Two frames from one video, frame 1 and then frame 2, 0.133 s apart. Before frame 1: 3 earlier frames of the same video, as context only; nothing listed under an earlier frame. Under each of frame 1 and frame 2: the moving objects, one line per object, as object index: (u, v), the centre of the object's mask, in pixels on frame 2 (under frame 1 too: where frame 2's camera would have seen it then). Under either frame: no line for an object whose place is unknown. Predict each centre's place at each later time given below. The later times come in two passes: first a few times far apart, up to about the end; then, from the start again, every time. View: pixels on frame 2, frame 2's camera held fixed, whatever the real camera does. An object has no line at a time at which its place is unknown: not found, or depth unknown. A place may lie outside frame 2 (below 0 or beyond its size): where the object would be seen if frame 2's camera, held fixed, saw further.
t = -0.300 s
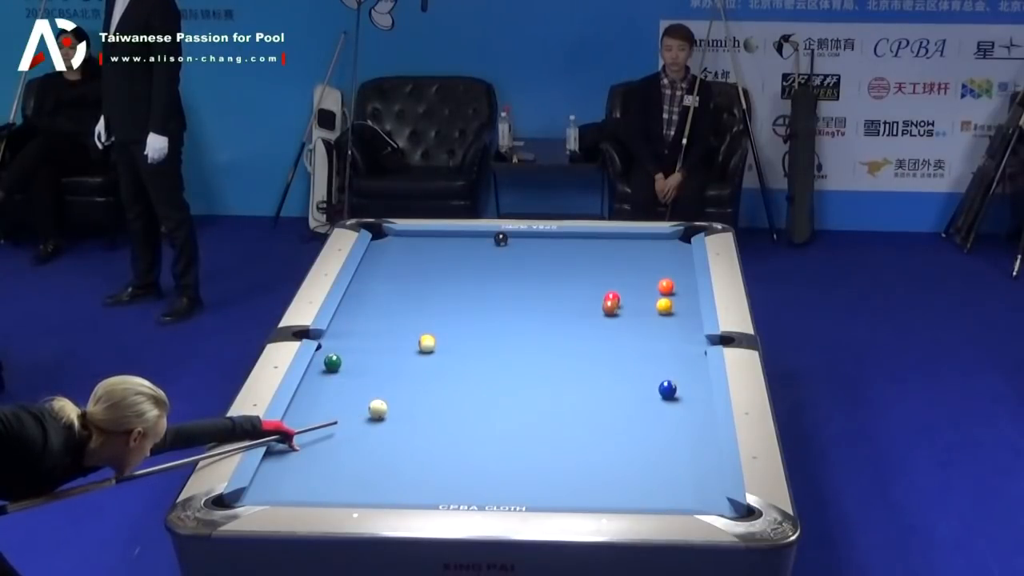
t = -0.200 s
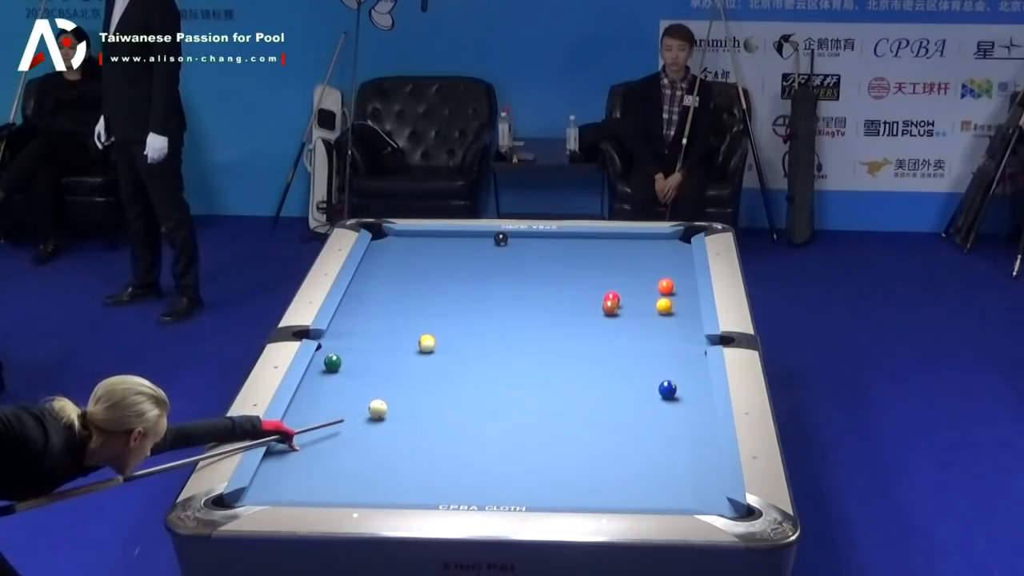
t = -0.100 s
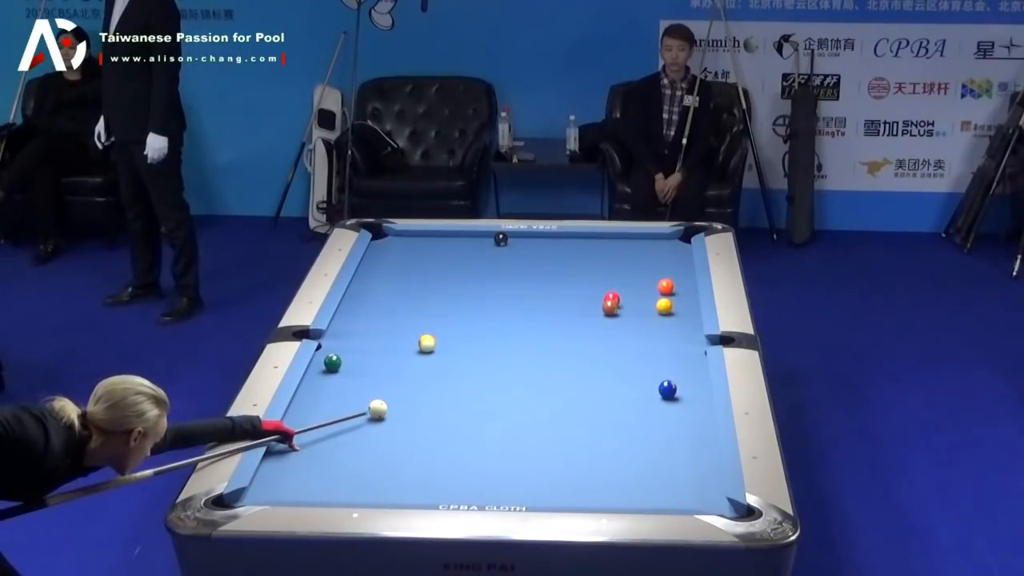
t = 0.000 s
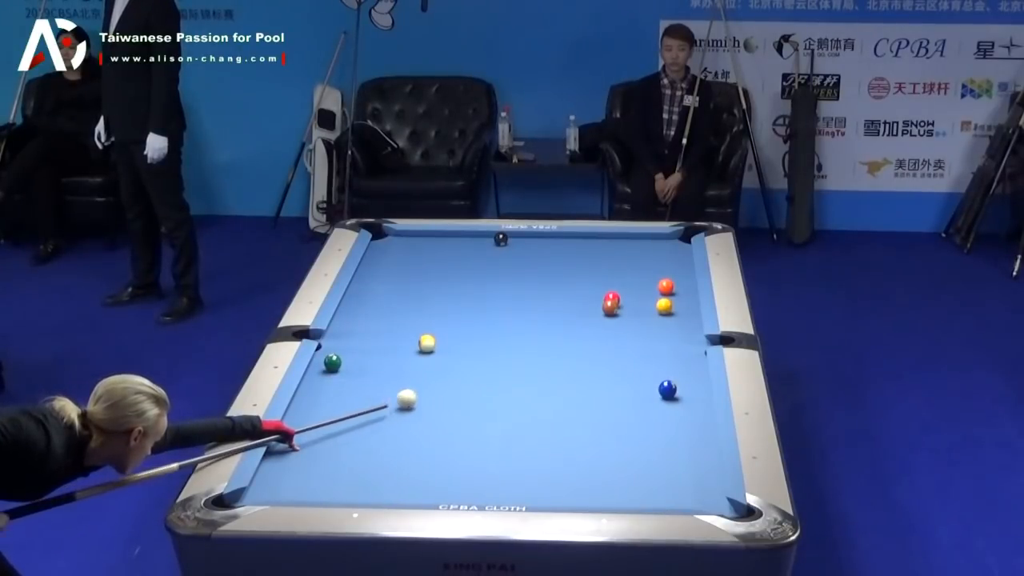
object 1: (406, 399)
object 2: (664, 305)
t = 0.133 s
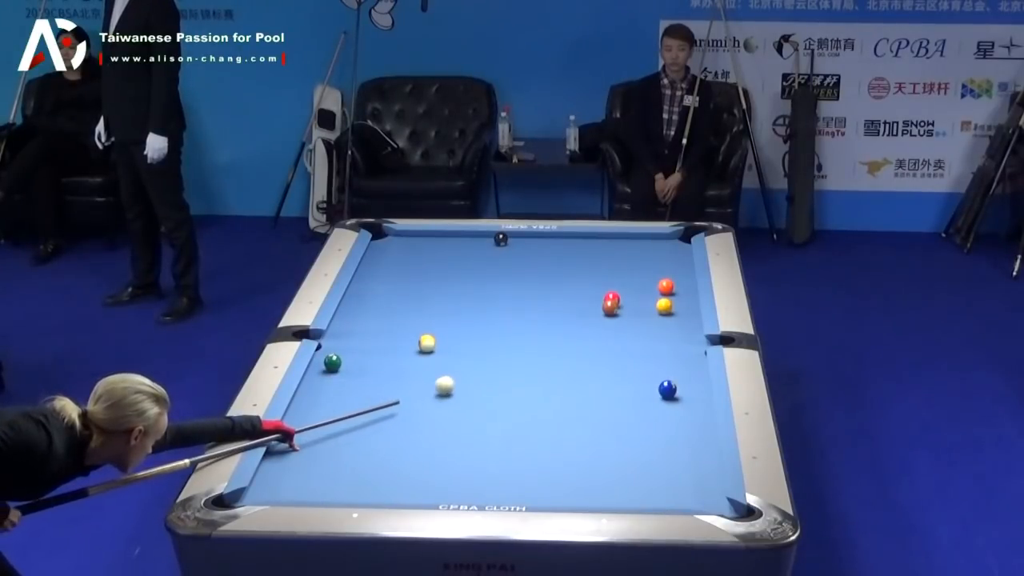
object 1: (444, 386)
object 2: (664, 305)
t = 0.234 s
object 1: (470, 377)
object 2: (664, 306)
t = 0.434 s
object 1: (519, 360)
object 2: (664, 306)
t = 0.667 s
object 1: (573, 341)
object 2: (664, 305)
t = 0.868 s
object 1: (615, 326)
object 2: (664, 306)
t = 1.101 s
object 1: (659, 312)
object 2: (667, 302)
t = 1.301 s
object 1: (681, 311)
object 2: (682, 293)
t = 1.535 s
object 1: (685, 311)
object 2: (686, 283)
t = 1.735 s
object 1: (675, 310)
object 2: (679, 275)
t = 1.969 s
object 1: (663, 310)
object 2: (671, 268)
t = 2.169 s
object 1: (655, 310)
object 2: (665, 262)
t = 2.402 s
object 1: (646, 310)
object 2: (658, 255)
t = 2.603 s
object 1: (639, 310)
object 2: (653, 249)
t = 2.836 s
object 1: (633, 310)
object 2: (647, 244)
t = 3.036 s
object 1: (629, 310)
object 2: (642, 239)
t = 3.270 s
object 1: (625, 310)
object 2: (638, 236)
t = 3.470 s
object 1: (624, 310)
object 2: (635, 238)
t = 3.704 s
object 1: (624, 310)
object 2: (632, 241)
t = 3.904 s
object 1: (624, 310)
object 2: (630, 244)
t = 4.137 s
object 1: (624, 310)
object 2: (628, 246)
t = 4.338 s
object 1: (624, 310)
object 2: (627, 247)
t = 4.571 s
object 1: (624, 310)
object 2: (626, 249)
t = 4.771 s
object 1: (624, 310)
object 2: (625, 250)
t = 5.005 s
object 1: (624, 310)
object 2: (623, 251)
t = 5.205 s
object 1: (624, 310)
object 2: (623, 251)
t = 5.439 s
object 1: (624, 310)
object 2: (622, 252)
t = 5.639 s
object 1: (624, 310)
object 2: (622, 252)
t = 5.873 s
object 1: (624, 310)
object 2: (622, 252)
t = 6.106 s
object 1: (624, 310)
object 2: (622, 252)
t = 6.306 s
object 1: (624, 310)
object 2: (622, 252)
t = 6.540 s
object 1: (624, 310)
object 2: (622, 252)
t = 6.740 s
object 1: (624, 310)
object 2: (622, 252)
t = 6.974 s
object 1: (624, 310)
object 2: (622, 252)
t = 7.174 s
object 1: (624, 310)
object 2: (622, 252)
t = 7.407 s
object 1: (625, 310)
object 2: (622, 252)
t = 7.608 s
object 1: (625, 310)
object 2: (622, 252)
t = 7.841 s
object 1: (625, 310)
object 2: (622, 252)
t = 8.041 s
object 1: (625, 310)
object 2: (622, 252)
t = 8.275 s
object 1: (625, 310)
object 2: (622, 252)
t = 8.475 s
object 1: (625, 310)
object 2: (622, 252)
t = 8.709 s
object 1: (625, 310)
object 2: (622, 252)
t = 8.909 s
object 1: (625, 310)
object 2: (622, 252)
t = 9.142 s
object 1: (625, 310)
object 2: (622, 252)
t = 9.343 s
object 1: (625, 310)
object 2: (622, 252)
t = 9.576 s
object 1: (624, 310)
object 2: (622, 252)
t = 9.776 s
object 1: (625, 310)
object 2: (622, 252)
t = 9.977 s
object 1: (625, 310)
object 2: (622, 252)
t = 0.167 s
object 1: (453, 383)
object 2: (664, 306)
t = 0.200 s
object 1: (462, 380)
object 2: (664, 306)
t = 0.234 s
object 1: (470, 377)
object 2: (664, 306)
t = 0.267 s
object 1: (479, 373)
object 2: (664, 306)
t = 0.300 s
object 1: (487, 371)
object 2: (664, 306)
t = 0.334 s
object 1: (495, 368)
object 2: (664, 306)
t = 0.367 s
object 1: (503, 365)
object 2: (664, 306)
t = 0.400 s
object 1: (512, 363)
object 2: (664, 306)
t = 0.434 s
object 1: (519, 360)
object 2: (664, 306)
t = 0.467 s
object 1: (527, 357)
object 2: (664, 305)
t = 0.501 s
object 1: (535, 354)
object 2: (664, 305)
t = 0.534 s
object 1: (543, 351)
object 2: (664, 305)
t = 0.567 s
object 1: (550, 349)
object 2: (664, 306)
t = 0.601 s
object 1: (558, 346)
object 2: (664, 306)
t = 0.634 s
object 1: (566, 343)
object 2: (664, 305)
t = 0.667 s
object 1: (573, 341)
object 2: (664, 305)
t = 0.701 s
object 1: (580, 338)
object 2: (664, 305)
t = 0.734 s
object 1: (587, 336)
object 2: (664, 306)
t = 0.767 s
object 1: (594, 333)
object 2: (664, 305)
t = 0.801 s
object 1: (601, 331)
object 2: (664, 306)
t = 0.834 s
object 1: (609, 328)
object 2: (664, 305)
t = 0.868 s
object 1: (615, 326)
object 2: (664, 306)
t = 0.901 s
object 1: (622, 323)
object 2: (664, 305)
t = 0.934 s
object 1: (629, 321)
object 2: (664, 306)
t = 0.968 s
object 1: (636, 319)
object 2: (664, 305)
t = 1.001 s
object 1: (642, 317)
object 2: (664, 306)
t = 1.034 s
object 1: (649, 314)
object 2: (664, 306)
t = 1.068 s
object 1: (655, 312)
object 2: (665, 304)
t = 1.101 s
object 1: (659, 312)
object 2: (667, 302)
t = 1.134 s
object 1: (663, 312)
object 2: (671, 300)
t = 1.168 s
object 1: (666, 312)
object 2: (673, 299)
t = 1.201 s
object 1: (669, 312)
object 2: (676, 297)
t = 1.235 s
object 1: (673, 311)
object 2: (678, 295)
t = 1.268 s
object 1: (677, 311)
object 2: (680, 294)
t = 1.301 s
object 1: (681, 311)
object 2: (682, 293)
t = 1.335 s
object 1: (684, 311)
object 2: (683, 291)
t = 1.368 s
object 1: (687, 311)
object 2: (686, 289)
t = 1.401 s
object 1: (691, 311)
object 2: (688, 288)
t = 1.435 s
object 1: (691, 311)
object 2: (689, 287)
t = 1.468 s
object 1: (689, 310)
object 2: (688, 285)
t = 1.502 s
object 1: (687, 311)
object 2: (687, 284)
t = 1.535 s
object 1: (685, 311)
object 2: (686, 283)
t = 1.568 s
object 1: (683, 310)
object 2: (685, 281)
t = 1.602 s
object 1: (681, 311)
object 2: (684, 280)
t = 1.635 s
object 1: (680, 311)
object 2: (683, 279)
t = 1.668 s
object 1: (678, 311)
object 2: (681, 278)
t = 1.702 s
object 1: (677, 311)
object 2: (680, 277)
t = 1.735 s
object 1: (675, 310)
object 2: (679, 275)
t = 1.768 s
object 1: (673, 310)
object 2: (678, 274)
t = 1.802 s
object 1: (671, 310)
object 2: (677, 273)
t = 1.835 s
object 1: (670, 311)
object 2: (676, 272)
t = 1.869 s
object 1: (668, 310)
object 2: (675, 271)
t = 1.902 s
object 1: (667, 310)
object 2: (673, 270)
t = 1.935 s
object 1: (665, 310)
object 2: (672, 269)
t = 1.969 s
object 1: (663, 310)
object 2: (671, 268)
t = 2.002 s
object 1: (662, 310)
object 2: (670, 267)
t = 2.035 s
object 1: (660, 310)
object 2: (669, 265)
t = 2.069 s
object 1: (659, 310)
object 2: (668, 264)
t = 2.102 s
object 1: (657, 310)
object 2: (667, 264)
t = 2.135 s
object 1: (656, 310)
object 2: (666, 262)
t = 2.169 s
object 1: (655, 310)
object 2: (665, 262)
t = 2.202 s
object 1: (653, 310)
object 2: (664, 261)
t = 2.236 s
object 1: (652, 310)
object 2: (663, 260)
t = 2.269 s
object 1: (651, 310)
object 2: (662, 258)
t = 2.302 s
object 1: (650, 310)
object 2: (661, 258)
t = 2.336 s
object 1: (648, 310)
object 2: (660, 257)
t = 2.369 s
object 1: (647, 310)
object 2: (659, 256)
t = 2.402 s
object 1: (646, 310)
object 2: (658, 255)
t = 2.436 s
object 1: (645, 310)
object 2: (658, 254)
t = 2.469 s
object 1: (644, 310)
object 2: (657, 253)
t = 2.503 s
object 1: (643, 310)
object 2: (656, 252)
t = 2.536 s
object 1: (641, 310)
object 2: (655, 251)
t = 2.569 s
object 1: (640, 310)
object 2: (654, 250)
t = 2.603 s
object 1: (639, 310)
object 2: (653, 249)
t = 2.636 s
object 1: (638, 310)
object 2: (652, 249)
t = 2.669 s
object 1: (637, 310)
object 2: (652, 248)
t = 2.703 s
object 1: (637, 310)
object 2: (651, 247)
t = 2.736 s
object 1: (636, 310)
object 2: (650, 246)
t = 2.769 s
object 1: (635, 310)
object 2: (649, 245)
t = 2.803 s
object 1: (634, 310)
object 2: (648, 245)
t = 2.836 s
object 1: (633, 310)
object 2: (647, 244)
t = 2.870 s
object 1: (632, 310)
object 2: (646, 243)
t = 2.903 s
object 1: (632, 310)
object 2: (646, 242)
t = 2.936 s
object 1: (631, 310)
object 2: (645, 241)
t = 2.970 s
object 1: (630, 310)
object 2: (644, 240)
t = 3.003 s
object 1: (629, 310)
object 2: (643, 240)
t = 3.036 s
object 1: (629, 310)
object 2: (642, 239)
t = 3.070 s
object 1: (628, 310)
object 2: (642, 238)
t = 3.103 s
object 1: (628, 310)
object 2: (641, 238)
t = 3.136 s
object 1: (627, 310)
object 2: (640, 237)
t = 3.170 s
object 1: (626, 310)
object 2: (639, 237)
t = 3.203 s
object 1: (626, 310)
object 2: (639, 236)
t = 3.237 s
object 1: (625, 310)
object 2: (638, 236)
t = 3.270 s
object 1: (625, 310)
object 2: (638, 236)
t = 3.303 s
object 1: (625, 310)
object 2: (638, 237)
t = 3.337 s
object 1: (625, 310)
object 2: (637, 237)
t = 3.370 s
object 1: (625, 310)
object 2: (637, 237)
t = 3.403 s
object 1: (625, 310)
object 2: (636, 237)
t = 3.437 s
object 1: (624, 310)
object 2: (636, 238)
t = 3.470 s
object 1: (624, 310)
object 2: (635, 238)
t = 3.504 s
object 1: (624, 310)
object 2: (635, 239)
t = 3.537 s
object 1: (624, 310)
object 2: (635, 239)
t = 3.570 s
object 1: (624, 310)
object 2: (634, 239)
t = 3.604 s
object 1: (624, 310)
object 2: (633, 240)
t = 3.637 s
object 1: (624, 310)
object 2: (633, 240)
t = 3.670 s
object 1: (624, 310)
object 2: (632, 241)
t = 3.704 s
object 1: (624, 310)
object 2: (632, 241)
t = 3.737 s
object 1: (624, 310)
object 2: (632, 242)
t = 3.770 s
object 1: (624, 310)
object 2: (631, 242)
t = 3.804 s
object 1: (624, 310)
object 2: (631, 242)
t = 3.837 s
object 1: (624, 310)
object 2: (630, 243)
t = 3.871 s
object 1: (624, 310)
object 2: (630, 243)
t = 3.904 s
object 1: (624, 310)
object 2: (630, 244)
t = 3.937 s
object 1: (624, 310)
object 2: (629, 244)
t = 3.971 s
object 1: (624, 310)
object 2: (629, 244)
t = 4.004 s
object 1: (624, 310)
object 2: (629, 244)
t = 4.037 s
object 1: (624, 310)
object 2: (629, 245)
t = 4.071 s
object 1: (624, 310)
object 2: (629, 245)
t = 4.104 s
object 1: (624, 310)
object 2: (628, 245)
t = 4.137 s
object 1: (624, 310)
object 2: (628, 246)
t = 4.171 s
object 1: (624, 310)
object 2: (628, 246)
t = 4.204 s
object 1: (624, 310)
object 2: (628, 246)
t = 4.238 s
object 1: (624, 310)
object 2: (627, 247)
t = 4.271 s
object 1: (624, 310)
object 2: (627, 247)
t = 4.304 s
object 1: (624, 310)
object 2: (627, 247)
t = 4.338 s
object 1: (624, 310)
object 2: (627, 247)
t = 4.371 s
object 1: (624, 310)
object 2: (626, 248)
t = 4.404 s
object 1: (624, 310)
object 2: (626, 248)
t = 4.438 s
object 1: (624, 310)
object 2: (626, 248)
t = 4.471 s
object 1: (624, 310)
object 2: (626, 248)
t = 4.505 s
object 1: (624, 310)
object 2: (626, 249)
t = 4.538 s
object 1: (624, 310)
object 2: (626, 249)
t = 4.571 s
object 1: (624, 310)
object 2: (626, 249)
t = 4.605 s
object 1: (624, 310)
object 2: (625, 249)
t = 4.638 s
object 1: (624, 310)
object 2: (625, 250)
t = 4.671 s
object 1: (624, 310)
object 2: (625, 250)
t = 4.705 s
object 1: (624, 310)
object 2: (625, 250)
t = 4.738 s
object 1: (624, 310)
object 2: (625, 250)
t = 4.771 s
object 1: (624, 310)
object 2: (625, 250)
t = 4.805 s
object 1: (624, 310)
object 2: (624, 250)
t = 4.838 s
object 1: (624, 310)
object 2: (624, 250)
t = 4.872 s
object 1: (624, 310)
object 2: (624, 251)
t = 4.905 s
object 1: (624, 310)
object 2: (624, 251)
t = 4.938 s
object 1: (624, 310)
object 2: (624, 251)
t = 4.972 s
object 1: (624, 310)
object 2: (623, 251)
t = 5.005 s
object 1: (624, 310)
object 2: (623, 251)
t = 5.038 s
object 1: (624, 310)
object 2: (623, 251)
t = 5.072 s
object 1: (624, 310)
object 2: (623, 251)
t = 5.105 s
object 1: (624, 310)
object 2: (623, 251)
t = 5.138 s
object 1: (625, 310)
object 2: (623, 251)
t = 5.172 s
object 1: (624, 310)
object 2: (623, 251)
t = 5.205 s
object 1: (624, 310)
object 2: (623, 251)
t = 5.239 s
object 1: (624, 310)
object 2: (622, 251)
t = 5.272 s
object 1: (624, 310)
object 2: (622, 251)
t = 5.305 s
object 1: (624, 310)
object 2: (622, 251)
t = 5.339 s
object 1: (624, 310)
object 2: (622, 252)
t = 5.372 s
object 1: (624, 310)
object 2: (622, 252)
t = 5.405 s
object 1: (624, 310)
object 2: (622, 252)
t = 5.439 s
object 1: (624, 310)
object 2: (622, 252)
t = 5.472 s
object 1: (624, 310)
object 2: (622, 252)
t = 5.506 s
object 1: (624, 310)
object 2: (622, 252)
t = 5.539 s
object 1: (624, 310)
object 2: (622, 252)
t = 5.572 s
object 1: (624, 310)
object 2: (622, 252)
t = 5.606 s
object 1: (624, 310)
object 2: (622, 252)
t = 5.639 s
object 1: (624, 310)
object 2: (622, 252)
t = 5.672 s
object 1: (624, 310)
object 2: (622, 252)
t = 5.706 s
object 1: (624, 310)
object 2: (622, 252)
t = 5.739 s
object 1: (624, 310)
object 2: (622, 252)
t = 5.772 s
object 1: (624, 310)
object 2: (622, 252)
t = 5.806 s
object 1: (624, 310)
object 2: (622, 252)
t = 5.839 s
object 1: (624, 310)
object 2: (622, 252)
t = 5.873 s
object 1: (624, 310)
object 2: (622, 252)
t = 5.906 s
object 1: (624, 310)
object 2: (622, 252)
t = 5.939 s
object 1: (624, 310)
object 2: (622, 252)
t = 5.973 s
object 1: (624, 310)
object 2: (622, 252)
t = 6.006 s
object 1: (624, 310)
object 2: (622, 252)
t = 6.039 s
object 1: (624, 310)
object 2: (622, 252)
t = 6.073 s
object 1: (624, 310)
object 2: (622, 252)
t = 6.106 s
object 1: (624, 310)
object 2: (622, 252)
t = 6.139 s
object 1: (624, 310)
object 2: (622, 252)
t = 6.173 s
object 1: (624, 310)
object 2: (622, 252)
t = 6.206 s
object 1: (624, 310)
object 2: (622, 252)
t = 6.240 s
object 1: (624, 310)
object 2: (622, 252)
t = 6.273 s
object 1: (624, 310)
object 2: (622, 252)
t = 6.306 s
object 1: (624, 310)
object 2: (622, 252)
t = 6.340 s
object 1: (624, 310)
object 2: (622, 252)
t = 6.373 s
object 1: (624, 310)
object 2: (622, 252)
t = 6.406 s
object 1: (624, 310)
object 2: (622, 252)
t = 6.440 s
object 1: (624, 310)
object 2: (622, 252)
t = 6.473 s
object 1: (624, 310)
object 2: (622, 252)
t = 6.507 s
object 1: (624, 310)
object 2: (622, 252)
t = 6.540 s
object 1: (624, 310)
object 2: (622, 252)
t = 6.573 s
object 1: (624, 310)
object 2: (622, 252)
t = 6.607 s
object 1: (624, 310)
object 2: (622, 252)
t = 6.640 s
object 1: (624, 310)
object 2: (622, 252)
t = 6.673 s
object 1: (624, 310)
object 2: (622, 252)
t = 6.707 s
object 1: (624, 310)
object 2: (622, 252)
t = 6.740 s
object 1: (624, 310)
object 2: (622, 252)
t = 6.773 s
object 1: (624, 310)
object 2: (622, 252)
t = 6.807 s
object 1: (624, 310)
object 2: (622, 252)
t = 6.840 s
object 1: (624, 310)
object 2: (622, 252)
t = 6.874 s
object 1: (624, 310)
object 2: (622, 252)
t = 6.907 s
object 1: (624, 310)
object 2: (622, 252)
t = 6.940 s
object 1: (624, 310)
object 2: (622, 252)
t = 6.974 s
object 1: (624, 310)
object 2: (622, 252)
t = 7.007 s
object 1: (624, 310)
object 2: (622, 252)
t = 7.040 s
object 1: (624, 310)
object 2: (622, 252)
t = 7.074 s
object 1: (624, 310)
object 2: (622, 252)
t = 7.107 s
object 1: (624, 310)
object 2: (622, 252)
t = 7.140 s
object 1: (624, 310)
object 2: (622, 252)
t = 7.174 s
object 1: (624, 310)
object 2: (622, 252)
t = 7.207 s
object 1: (624, 310)
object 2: (622, 252)
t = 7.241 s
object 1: (625, 310)
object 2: (622, 252)
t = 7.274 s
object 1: (625, 310)
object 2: (622, 252)
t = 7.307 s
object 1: (625, 310)
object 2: (622, 252)
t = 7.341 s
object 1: (625, 310)
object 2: (622, 252)
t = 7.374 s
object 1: (625, 310)
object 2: (622, 252)
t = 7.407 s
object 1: (625, 310)
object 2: (622, 252)
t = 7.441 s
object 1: (625, 310)
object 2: (622, 252)
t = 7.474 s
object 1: (625, 310)
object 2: (622, 252)
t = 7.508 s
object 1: (625, 310)
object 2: (622, 252)
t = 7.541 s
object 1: (625, 310)
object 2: (622, 252)
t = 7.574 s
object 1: (625, 310)
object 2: (622, 252)
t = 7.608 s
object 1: (625, 310)
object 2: (622, 252)
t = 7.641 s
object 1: (625, 310)
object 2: (622, 252)
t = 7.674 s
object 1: (625, 310)
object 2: (622, 252)
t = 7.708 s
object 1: (625, 310)
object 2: (622, 252)
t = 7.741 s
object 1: (625, 310)
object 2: (622, 252)
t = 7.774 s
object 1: (625, 310)
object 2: (622, 252)
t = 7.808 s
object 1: (625, 310)
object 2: (622, 252)
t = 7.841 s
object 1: (625, 310)
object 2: (622, 252)
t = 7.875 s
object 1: (625, 310)
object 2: (622, 252)
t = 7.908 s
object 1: (625, 310)
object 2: (622, 252)
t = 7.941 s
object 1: (625, 310)
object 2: (622, 252)
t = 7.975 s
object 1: (625, 310)
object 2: (622, 252)
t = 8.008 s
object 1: (625, 310)
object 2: (622, 252)
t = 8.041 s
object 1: (625, 310)
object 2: (622, 252)
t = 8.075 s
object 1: (625, 310)
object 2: (622, 252)
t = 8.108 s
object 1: (624, 310)
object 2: (622, 252)
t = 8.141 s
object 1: (625, 310)
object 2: (622, 252)
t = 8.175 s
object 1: (625, 310)
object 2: (622, 252)
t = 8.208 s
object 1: (625, 310)
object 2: (622, 252)
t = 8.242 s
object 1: (624, 310)
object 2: (622, 252)
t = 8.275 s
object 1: (625, 310)
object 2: (622, 252)
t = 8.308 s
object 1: (624, 310)
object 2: (622, 252)
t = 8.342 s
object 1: (625, 310)
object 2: (622, 252)
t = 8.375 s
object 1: (625, 310)
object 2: (622, 252)
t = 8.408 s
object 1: (625, 310)
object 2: (622, 252)
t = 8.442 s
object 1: (625, 310)
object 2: (622, 252)
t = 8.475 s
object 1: (625, 310)
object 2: (622, 252)
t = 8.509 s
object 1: (624, 310)
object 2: (622, 252)
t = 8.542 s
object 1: (625, 310)
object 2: (622, 252)
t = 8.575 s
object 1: (625, 310)
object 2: (622, 252)
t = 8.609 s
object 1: (625, 310)
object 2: (622, 252)
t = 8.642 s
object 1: (625, 310)
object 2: (622, 252)
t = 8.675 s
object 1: (625, 310)
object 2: (622, 252)
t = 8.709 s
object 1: (625, 310)
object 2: (622, 252)
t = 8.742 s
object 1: (625, 310)
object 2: (622, 252)
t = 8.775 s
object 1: (625, 310)
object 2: (622, 252)
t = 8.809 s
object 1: (625, 310)
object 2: (622, 252)
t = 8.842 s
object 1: (625, 310)
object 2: (622, 252)
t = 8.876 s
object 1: (625, 310)
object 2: (622, 252)
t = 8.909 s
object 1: (625, 310)
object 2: (622, 252)
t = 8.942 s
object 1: (625, 310)
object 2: (622, 252)
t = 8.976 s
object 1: (625, 310)
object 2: (622, 252)
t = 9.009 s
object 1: (625, 310)
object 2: (622, 252)
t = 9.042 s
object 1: (625, 310)
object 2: (622, 252)
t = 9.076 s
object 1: (625, 310)
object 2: (622, 252)
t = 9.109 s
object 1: (625, 310)
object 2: (622, 252)
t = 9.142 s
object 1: (625, 310)
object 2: (622, 252)
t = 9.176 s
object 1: (625, 310)
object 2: (622, 252)
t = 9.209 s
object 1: (625, 310)
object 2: (622, 252)
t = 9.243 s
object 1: (625, 310)
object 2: (622, 252)
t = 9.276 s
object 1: (625, 310)
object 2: (622, 252)
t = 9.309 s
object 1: (625, 310)
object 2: (622, 252)
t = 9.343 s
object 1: (625, 310)
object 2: (622, 252)
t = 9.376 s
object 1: (625, 310)
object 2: (622, 252)
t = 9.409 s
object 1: (625, 310)
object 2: (622, 252)
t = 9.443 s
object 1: (625, 310)
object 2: (622, 252)
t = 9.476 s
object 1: (624, 310)
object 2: (622, 252)
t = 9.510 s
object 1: (625, 310)
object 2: (622, 252)
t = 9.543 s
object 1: (625, 310)
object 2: (622, 252)
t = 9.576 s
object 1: (624, 310)
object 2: (622, 252)
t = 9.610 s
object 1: (625, 310)
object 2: (622, 252)
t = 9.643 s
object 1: (625, 310)
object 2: (622, 253)
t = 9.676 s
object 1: (625, 310)
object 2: (622, 252)
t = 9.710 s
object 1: (625, 310)
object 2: (622, 252)
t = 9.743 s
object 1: (625, 310)
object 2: (622, 253)
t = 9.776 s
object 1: (625, 310)
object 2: (622, 252)
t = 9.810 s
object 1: (625, 310)
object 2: (622, 252)
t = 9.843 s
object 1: (625, 310)
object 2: (622, 253)
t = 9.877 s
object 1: (625, 310)
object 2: (622, 252)
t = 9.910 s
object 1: (625, 310)
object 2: (622, 252)
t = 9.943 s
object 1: (624, 310)
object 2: (622, 252)
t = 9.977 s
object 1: (625, 310)
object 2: (622, 252)
